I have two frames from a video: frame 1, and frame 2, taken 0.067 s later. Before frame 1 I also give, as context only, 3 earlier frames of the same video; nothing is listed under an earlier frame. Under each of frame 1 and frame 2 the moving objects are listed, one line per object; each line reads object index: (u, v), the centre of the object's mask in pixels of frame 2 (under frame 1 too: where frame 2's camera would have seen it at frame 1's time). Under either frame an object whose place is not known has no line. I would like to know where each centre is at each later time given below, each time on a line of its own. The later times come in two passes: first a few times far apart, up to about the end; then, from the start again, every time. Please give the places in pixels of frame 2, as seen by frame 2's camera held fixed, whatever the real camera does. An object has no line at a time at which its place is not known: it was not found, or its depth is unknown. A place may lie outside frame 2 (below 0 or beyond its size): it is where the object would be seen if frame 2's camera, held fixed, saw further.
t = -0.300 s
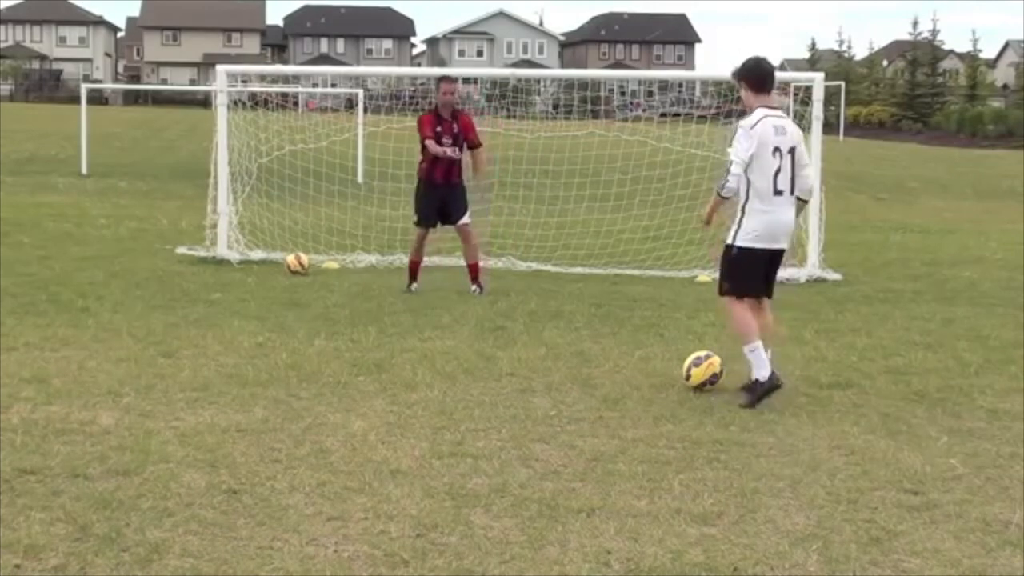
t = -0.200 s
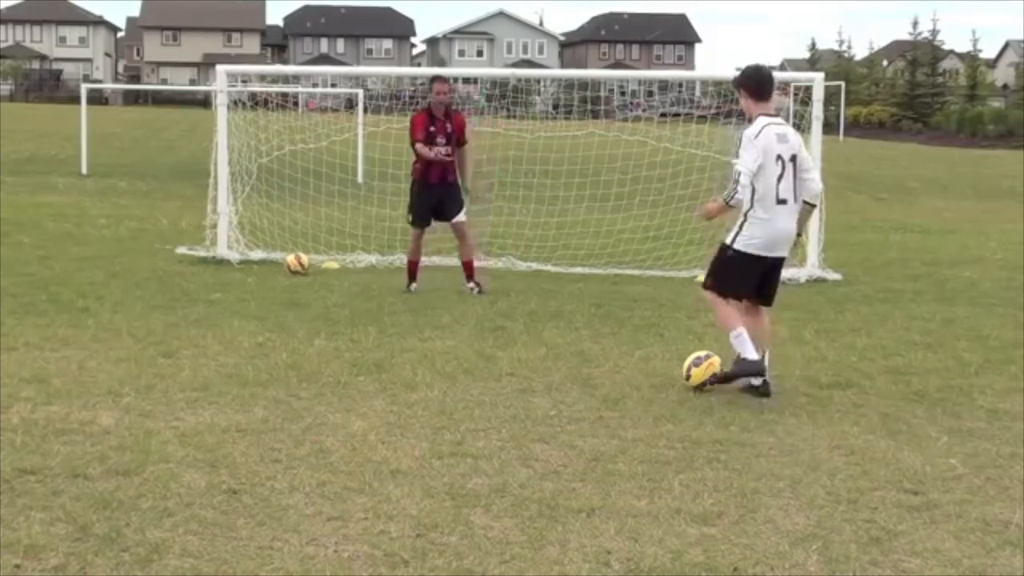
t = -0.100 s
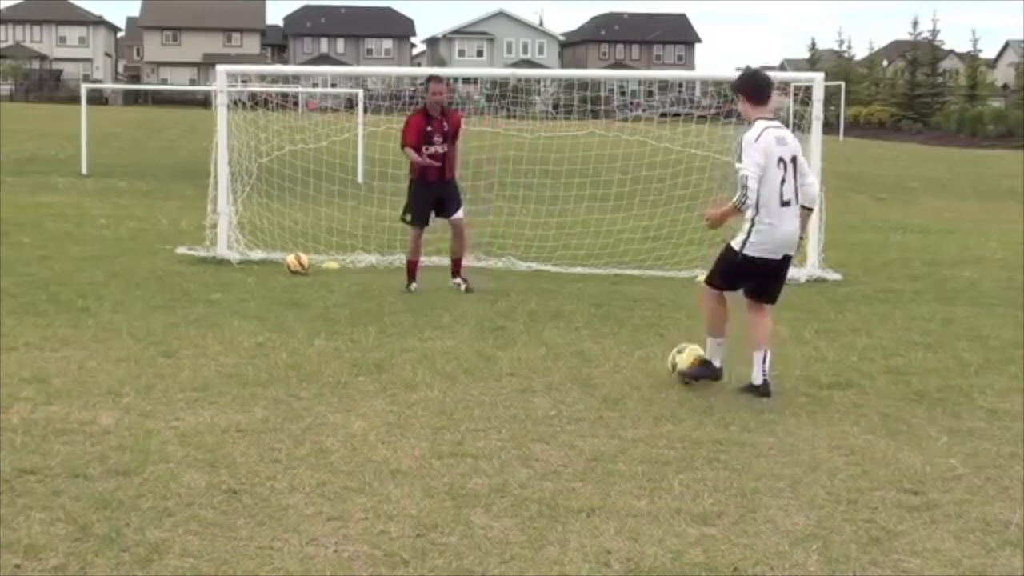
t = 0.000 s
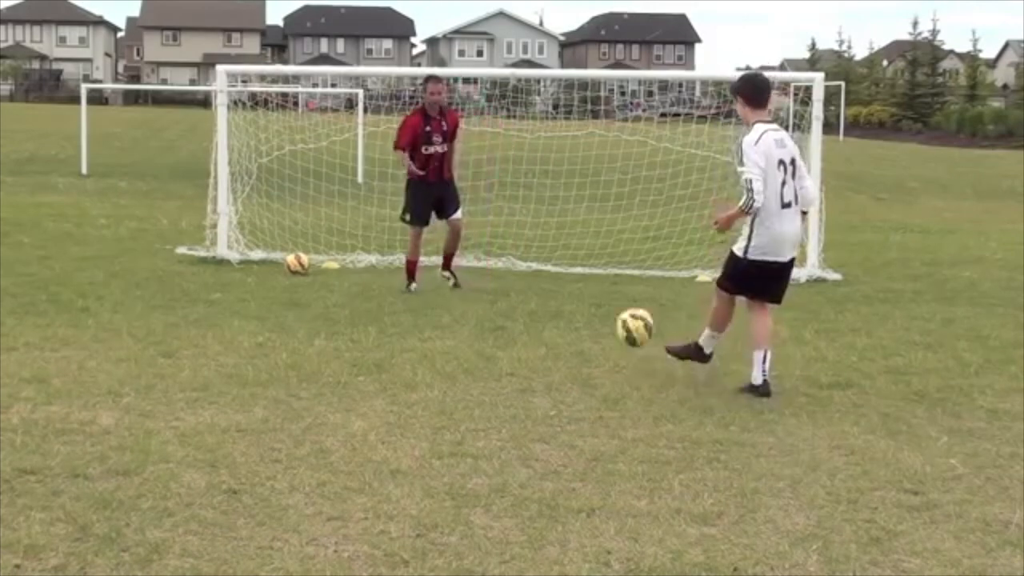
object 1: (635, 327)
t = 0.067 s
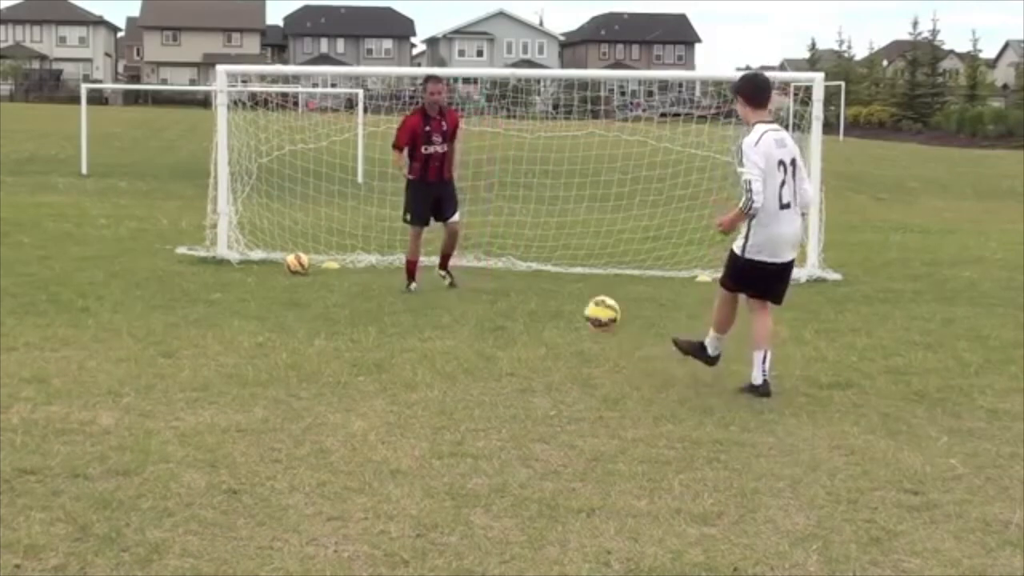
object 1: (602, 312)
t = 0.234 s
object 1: (531, 317)
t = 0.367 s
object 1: (496, 287)
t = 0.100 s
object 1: (586, 311)
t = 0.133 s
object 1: (572, 310)
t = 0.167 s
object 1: (558, 309)
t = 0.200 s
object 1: (544, 313)
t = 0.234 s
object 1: (531, 317)
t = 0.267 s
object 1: (520, 317)
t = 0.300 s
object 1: (511, 304)
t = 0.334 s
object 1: (503, 294)
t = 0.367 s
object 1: (496, 287)
